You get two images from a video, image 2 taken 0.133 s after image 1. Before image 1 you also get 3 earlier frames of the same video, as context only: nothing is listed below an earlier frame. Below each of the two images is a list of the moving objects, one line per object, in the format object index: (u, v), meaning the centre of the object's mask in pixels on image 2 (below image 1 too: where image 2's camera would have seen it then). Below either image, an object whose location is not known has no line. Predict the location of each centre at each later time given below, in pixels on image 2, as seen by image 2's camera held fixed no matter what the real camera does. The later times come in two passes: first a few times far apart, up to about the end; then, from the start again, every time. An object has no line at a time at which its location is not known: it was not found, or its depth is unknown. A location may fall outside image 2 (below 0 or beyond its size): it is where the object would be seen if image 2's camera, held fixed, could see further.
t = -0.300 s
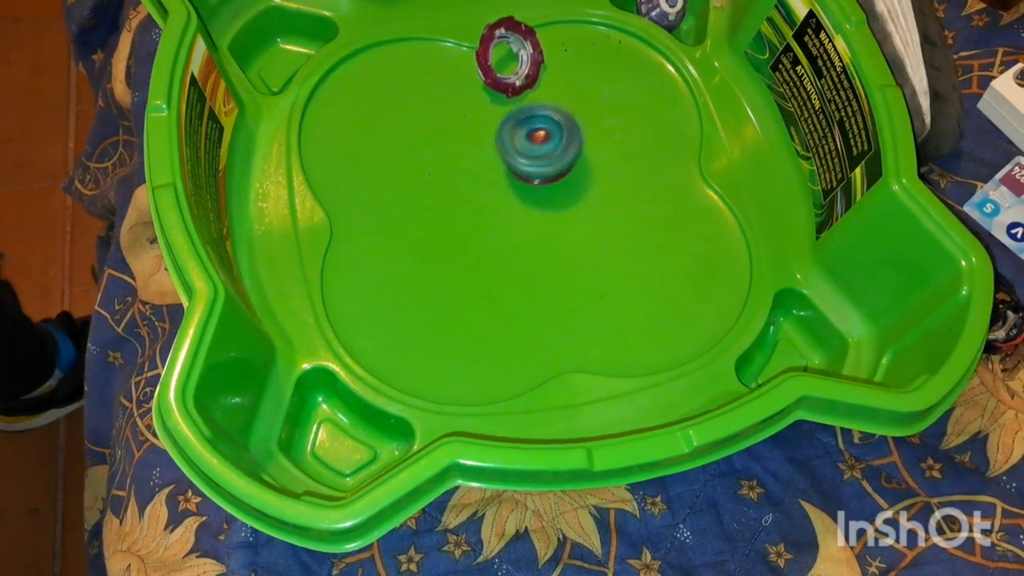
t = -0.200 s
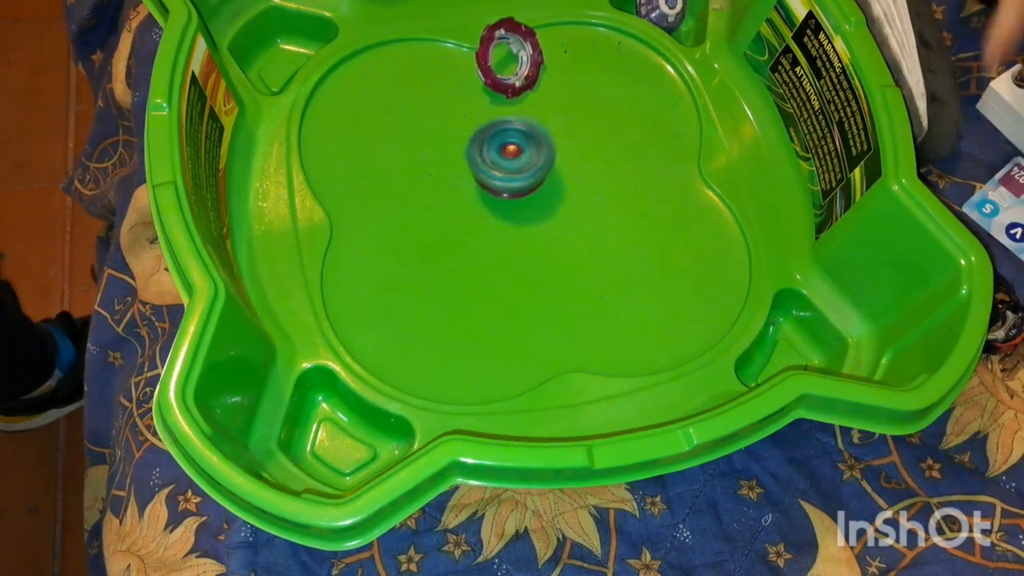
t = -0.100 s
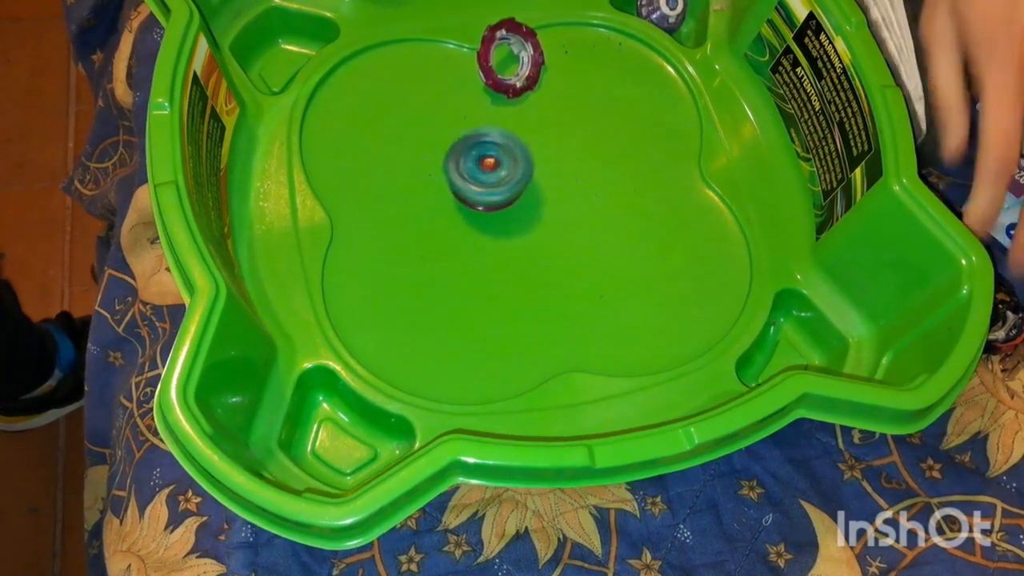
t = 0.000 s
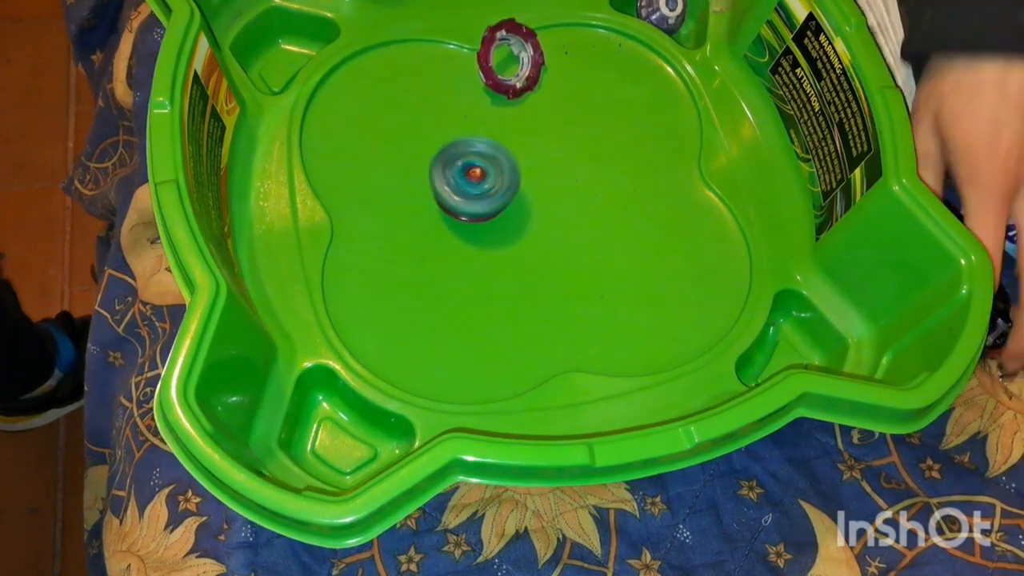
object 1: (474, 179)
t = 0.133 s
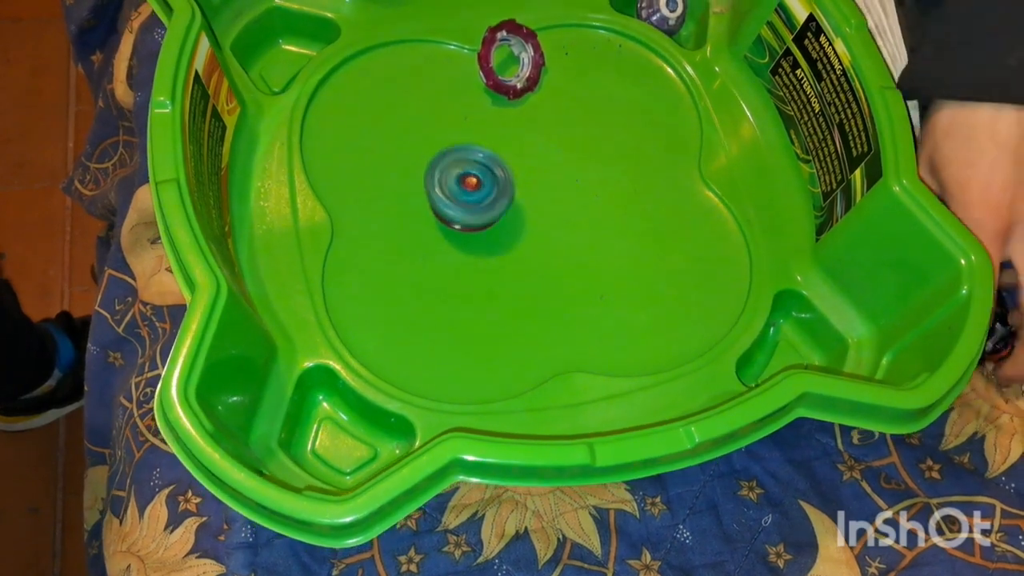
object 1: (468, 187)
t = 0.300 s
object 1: (479, 184)
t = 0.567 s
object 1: (514, 152)
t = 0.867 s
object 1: (583, 112)
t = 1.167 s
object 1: (646, 83)
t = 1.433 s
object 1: (678, 80)
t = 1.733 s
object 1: (670, 92)
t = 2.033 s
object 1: (612, 104)
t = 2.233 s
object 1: (552, 105)
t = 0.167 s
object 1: (469, 188)
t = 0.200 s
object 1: (470, 188)
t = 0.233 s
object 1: (472, 188)
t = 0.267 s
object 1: (475, 186)
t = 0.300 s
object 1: (479, 184)
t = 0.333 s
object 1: (483, 181)
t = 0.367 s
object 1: (487, 177)
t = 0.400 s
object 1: (491, 173)
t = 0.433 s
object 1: (495, 169)
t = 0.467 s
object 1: (500, 165)
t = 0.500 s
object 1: (505, 160)
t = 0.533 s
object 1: (509, 156)
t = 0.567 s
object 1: (514, 152)
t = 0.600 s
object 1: (520, 147)
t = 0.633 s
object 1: (526, 144)
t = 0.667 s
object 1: (532, 140)
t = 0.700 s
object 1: (541, 135)
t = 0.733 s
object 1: (551, 130)
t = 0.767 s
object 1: (561, 126)
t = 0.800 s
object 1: (569, 122)
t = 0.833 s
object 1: (576, 117)
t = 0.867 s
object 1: (583, 112)
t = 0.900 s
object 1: (591, 108)
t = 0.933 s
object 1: (598, 104)
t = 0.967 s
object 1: (606, 100)
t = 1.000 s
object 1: (614, 96)
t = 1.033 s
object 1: (622, 92)
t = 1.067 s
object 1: (628, 89)
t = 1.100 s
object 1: (634, 87)
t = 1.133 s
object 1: (640, 84)
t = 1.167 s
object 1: (646, 83)
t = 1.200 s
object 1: (651, 81)
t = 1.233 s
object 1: (655, 80)
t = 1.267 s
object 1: (660, 80)
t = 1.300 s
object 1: (664, 80)
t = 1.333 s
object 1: (668, 80)
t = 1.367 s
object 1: (672, 79)
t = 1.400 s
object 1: (675, 80)
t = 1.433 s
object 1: (678, 80)
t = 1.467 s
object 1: (680, 80)
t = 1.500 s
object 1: (680, 80)
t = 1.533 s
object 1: (680, 80)
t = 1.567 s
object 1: (679, 82)
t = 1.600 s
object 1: (678, 84)
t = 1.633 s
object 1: (678, 85)
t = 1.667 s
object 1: (676, 89)
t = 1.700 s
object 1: (673, 90)
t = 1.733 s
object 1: (670, 92)
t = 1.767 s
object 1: (665, 94)
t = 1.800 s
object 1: (659, 96)
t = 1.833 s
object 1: (654, 98)
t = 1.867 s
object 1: (648, 100)
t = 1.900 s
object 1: (643, 101)
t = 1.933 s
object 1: (636, 101)
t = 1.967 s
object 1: (628, 102)
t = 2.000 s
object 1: (620, 103)
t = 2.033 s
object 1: (612, 104)
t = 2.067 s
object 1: (602, 104)
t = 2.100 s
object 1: (593, 105)
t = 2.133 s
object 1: (584, 105)
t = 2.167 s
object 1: (573, 105)
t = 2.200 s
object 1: (562, 105)
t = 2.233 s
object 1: (552, 105)
